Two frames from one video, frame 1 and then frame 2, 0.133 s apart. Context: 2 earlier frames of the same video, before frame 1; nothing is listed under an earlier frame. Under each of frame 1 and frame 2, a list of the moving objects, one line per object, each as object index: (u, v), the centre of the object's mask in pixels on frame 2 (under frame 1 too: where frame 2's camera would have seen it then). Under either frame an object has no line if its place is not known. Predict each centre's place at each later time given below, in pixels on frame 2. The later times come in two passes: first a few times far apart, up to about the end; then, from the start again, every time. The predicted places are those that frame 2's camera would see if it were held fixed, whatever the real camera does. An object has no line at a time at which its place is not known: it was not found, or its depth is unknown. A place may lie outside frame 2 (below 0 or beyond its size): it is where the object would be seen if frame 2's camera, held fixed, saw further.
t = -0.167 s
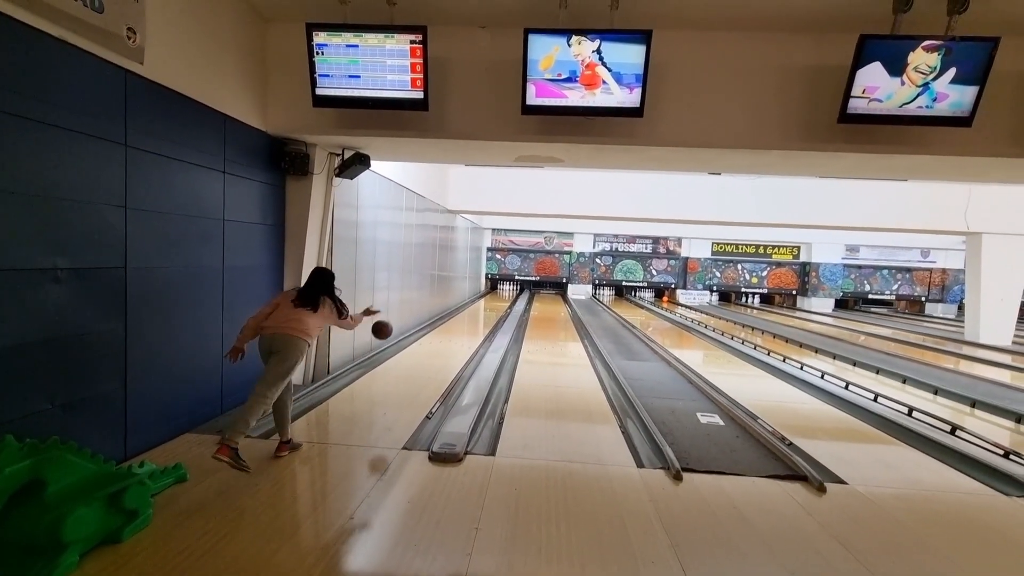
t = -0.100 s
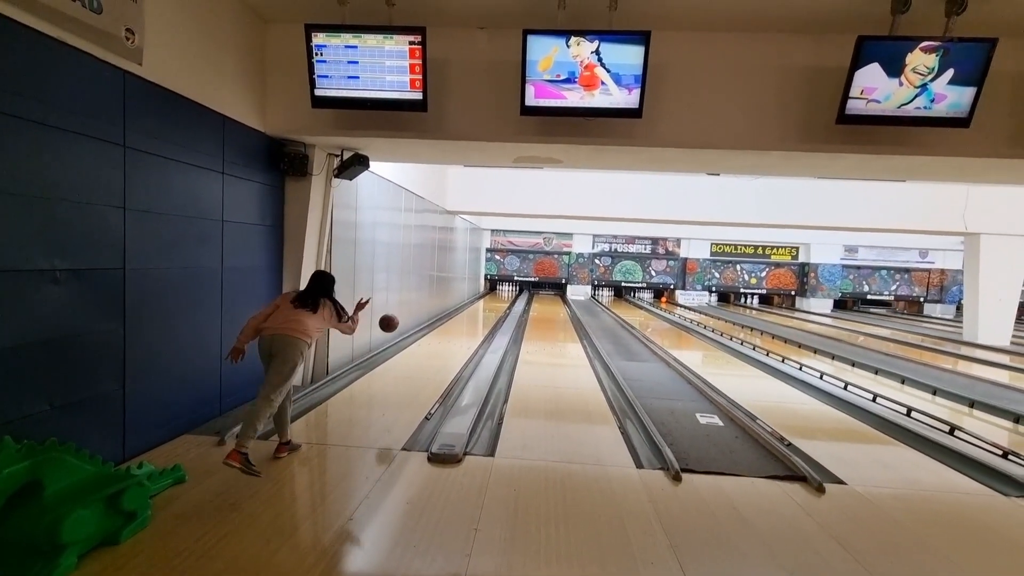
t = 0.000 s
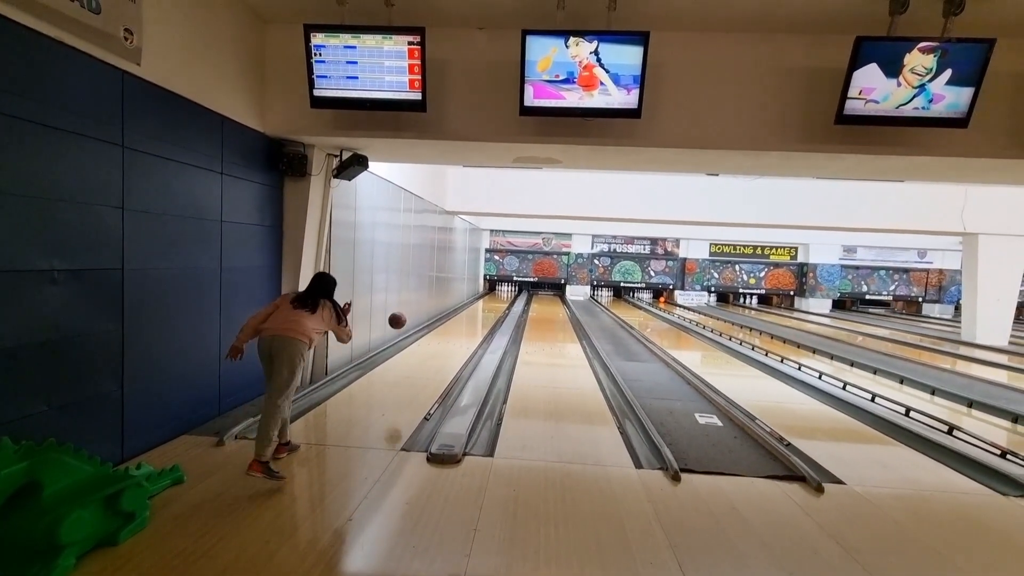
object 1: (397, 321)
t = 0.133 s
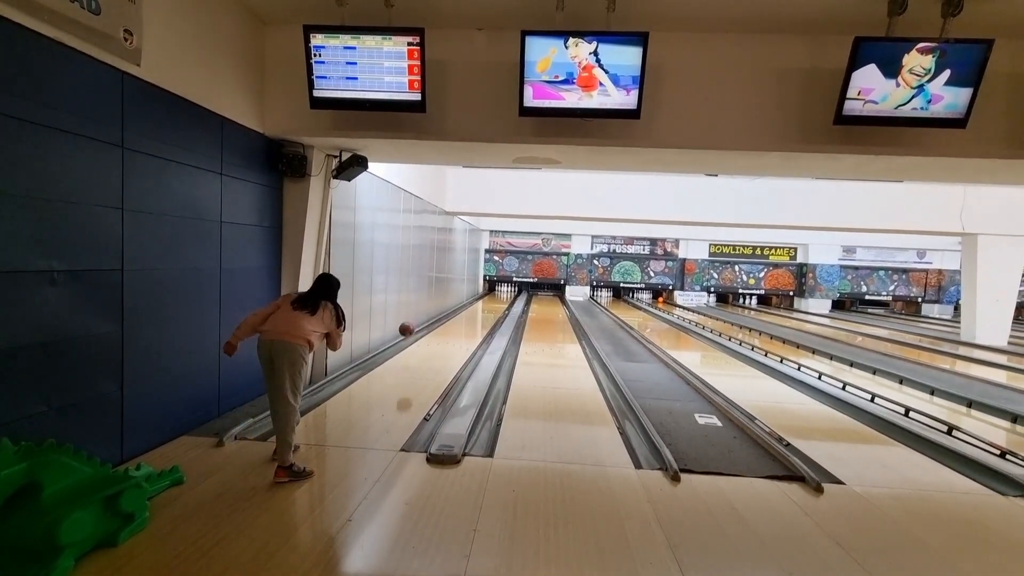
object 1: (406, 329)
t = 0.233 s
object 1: (413, 342)
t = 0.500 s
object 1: (426, 337)
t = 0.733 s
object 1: (435, 328)
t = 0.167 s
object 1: (409, 333)
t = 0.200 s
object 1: (411, 337)
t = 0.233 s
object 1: (413, 342)
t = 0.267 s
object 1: (414, 348)
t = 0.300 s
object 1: (416, 348)
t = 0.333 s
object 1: (418, 345)
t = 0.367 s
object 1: (420, 343)
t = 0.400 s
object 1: (422, 342)
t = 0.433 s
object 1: (423, 341)
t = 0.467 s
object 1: (425, 339)
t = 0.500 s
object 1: (426, 337)
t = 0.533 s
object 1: (428, 336)
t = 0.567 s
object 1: (429, 334)
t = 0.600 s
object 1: (430, 333)
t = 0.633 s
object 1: (432, 332)
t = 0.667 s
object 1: (433, 330)
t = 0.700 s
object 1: (434, 329)
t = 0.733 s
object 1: (435, 328)
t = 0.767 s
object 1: (437, 327)
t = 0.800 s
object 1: (438, 326)
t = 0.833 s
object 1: (439, 324)
